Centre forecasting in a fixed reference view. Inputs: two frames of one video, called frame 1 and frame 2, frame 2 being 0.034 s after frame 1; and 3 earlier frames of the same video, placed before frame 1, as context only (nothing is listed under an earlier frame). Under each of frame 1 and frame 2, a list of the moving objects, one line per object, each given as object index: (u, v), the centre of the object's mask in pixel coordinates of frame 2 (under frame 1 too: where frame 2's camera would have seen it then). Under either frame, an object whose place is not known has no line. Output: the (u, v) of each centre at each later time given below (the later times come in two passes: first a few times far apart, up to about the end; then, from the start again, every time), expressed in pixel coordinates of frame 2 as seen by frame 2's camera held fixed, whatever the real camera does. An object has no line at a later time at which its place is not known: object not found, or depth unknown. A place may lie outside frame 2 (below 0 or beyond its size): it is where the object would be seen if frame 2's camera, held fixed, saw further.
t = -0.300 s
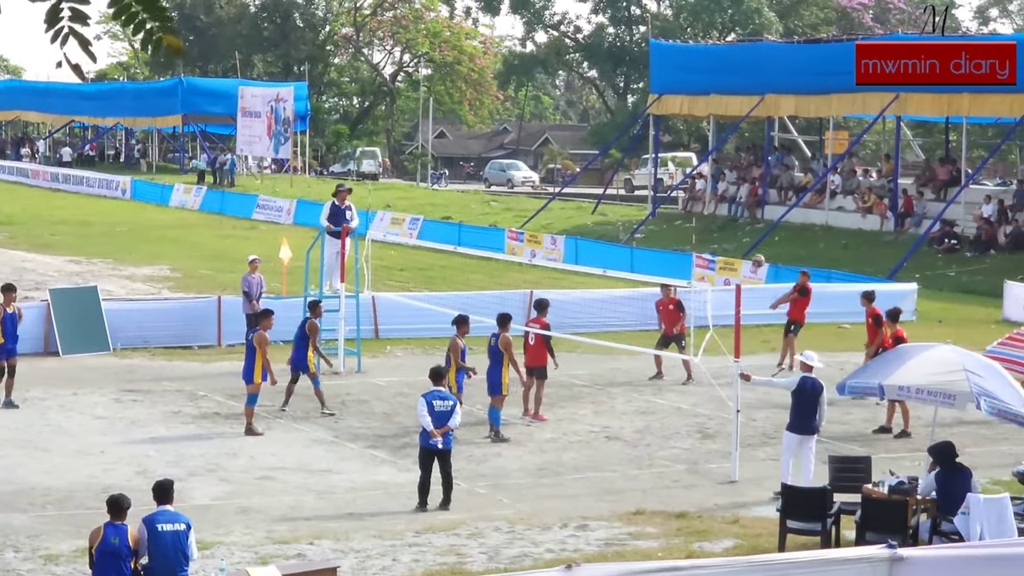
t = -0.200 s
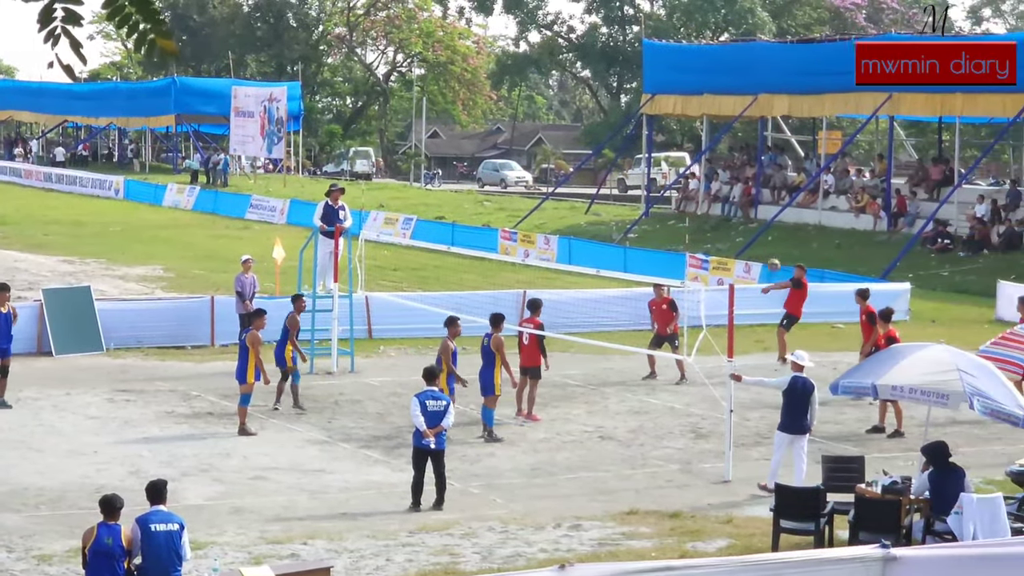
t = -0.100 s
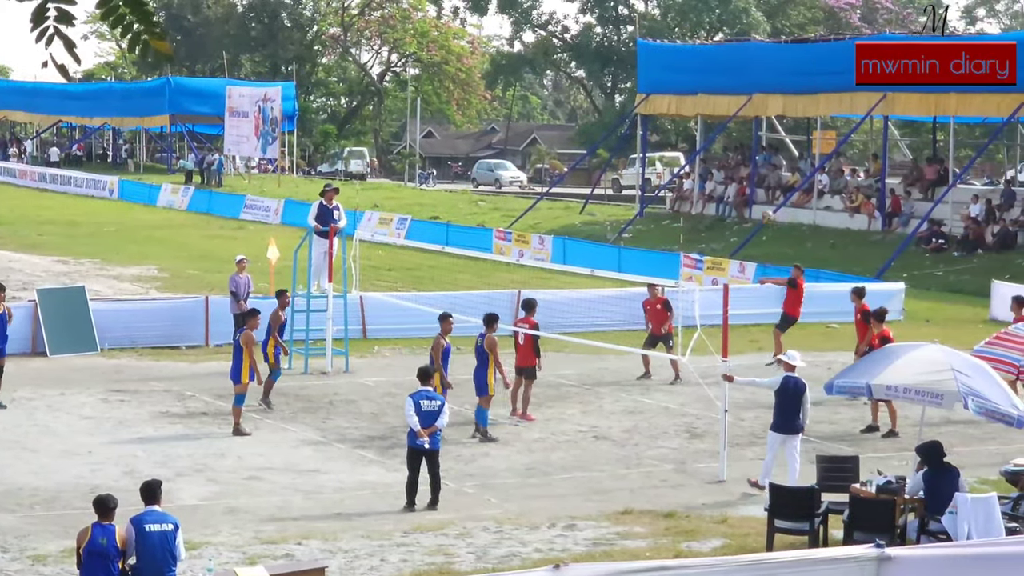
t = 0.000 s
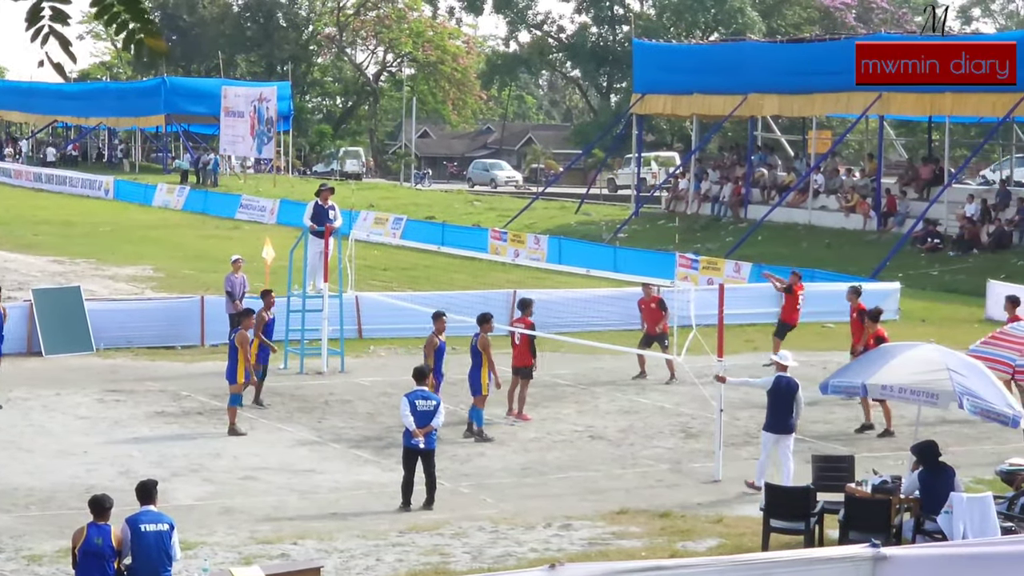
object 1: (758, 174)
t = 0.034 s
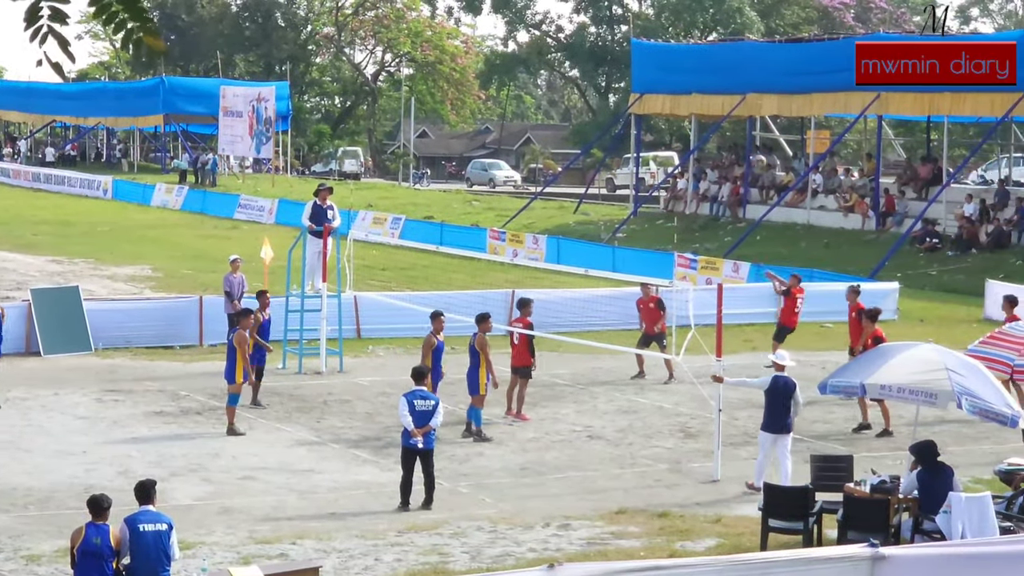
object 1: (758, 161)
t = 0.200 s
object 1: (758, 108)
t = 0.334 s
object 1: (757, 77)
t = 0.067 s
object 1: (759, 149)
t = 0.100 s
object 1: (759, 138)
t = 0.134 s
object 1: (758, 127)
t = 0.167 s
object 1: (759, 115)
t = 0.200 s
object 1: (758, 108)
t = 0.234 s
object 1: (758, 99)
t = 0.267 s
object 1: (758, 90)
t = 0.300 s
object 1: (757, 84)
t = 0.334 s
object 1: (757, 77)
